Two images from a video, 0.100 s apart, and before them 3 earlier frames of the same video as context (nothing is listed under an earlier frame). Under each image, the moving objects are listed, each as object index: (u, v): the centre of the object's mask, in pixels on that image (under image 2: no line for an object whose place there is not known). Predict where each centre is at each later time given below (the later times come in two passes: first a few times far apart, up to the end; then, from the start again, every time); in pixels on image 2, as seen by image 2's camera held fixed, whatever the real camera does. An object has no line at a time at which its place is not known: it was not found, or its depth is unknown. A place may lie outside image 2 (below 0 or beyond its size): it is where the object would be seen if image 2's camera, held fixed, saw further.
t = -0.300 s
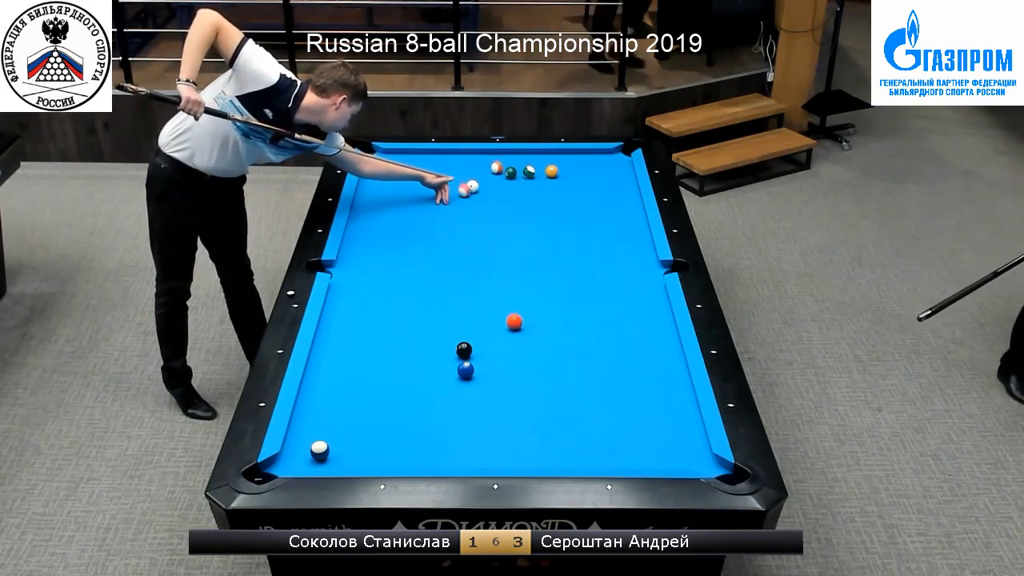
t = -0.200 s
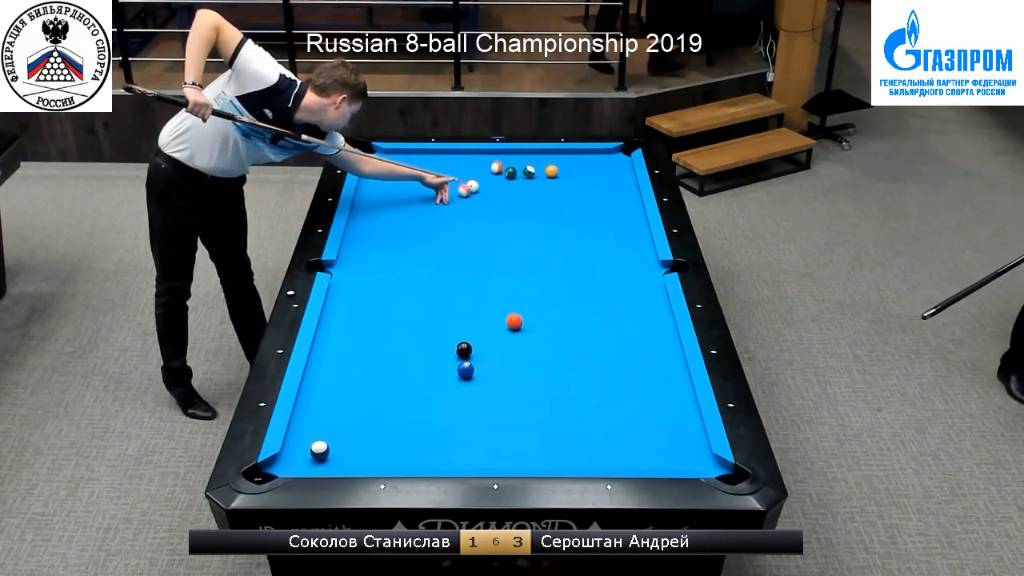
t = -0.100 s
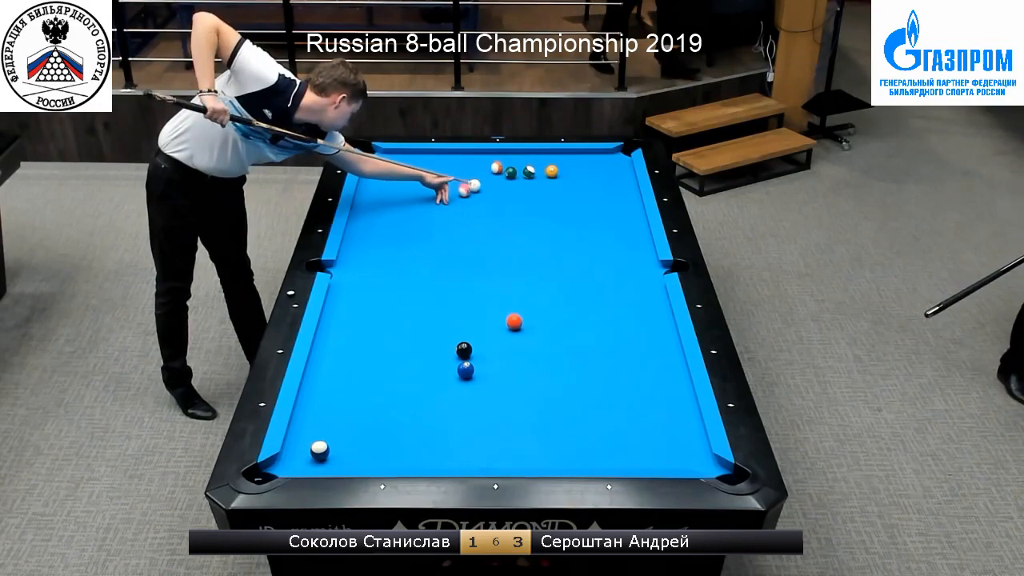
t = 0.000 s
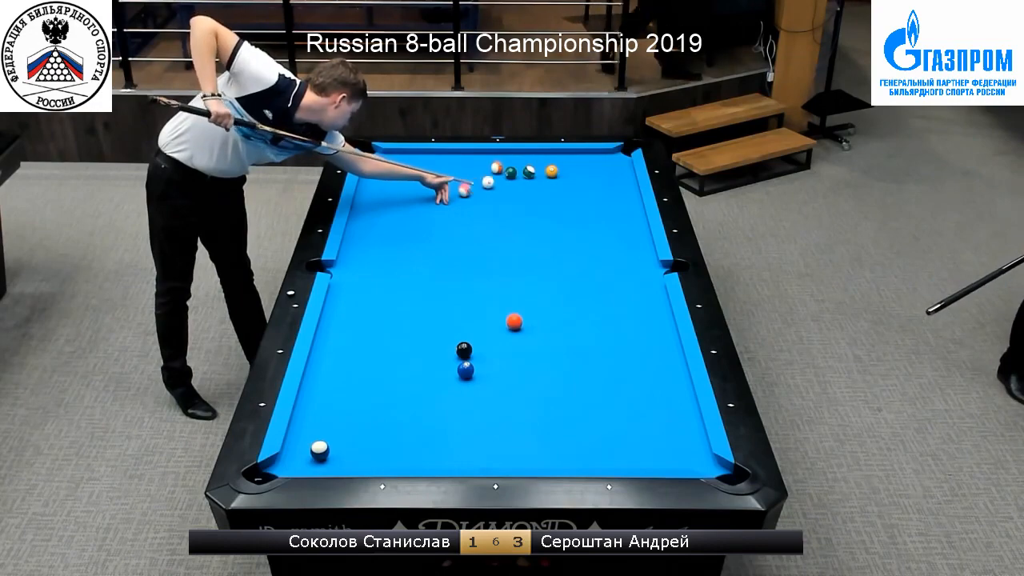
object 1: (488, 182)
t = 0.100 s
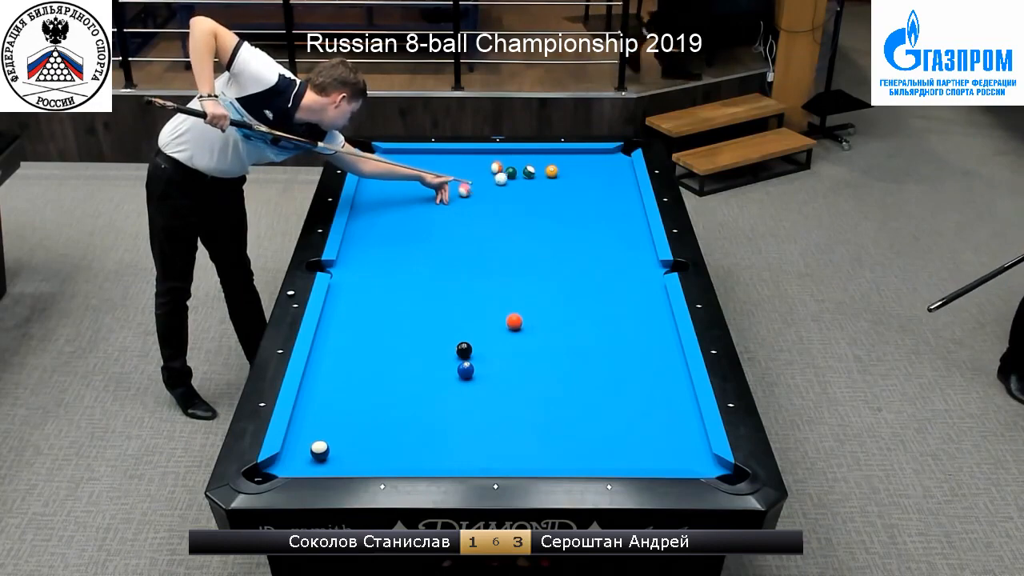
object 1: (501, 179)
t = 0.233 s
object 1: (515, 178)
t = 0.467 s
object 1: (537, 178)
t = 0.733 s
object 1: (560, 177)
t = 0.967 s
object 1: (580, 177)
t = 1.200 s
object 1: (598, 177)
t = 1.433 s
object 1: (616, 177)
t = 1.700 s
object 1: (628, 177)
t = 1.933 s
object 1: (619, 177)
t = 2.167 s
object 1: (610, 177)
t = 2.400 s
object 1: (602, 177)
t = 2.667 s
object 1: (595, 176)
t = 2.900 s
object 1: (589, 177)
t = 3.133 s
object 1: (584, 177)
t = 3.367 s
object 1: (580, 177)
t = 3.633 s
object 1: (578, 177)
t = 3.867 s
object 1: (576, 177)
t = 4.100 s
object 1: (575, 177)
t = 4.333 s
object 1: (575, 177)
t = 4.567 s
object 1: (575, 177)
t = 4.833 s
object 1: (575, 177)
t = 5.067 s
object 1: (575, 177)
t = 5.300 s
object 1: (575, 177)
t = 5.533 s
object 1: (575, 177)
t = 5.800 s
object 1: (575, 177)
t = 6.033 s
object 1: (575, 177)
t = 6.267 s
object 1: (575, 177)
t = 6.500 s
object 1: (575, 177)
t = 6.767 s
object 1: (575, 177)
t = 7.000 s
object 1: (575, 177)
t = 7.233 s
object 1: (575, 177)
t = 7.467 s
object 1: (576, 177)
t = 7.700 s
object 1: (575, 177)
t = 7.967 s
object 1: (575, 177)
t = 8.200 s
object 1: (575, 177)
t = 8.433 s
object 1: (575, 177)
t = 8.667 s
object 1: (575, 177)
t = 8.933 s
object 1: (575, 177)
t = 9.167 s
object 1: (575, 177)
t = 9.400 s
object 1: (575, 177)
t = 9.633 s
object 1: (575, 177)
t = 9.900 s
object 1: (575, 177)
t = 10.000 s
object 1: (575, 177)
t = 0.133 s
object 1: (505, 178)
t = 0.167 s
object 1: (508, 178)
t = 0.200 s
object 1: (512, 178)
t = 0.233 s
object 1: (515, 178)
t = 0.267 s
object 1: (518, 178)
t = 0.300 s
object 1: (521, 178)
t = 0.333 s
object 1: (524, 178)
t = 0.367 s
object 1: (527, 178)
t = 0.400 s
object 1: (531, 178)
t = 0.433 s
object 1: (534, 178)
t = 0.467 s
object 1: (537, 178)
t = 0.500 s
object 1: (540, 178)
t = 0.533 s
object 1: (542, 178)
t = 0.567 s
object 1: (545, 178)
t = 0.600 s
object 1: (548, 178)
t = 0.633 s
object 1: (551, 178)
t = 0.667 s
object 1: (554, 178)
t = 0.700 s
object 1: (558, 177)
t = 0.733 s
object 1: (560, 177)
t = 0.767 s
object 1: (563, 177)
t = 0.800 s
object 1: (566, 177)
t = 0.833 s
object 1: (569, 177)
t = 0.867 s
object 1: (572, 177)
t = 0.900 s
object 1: (574, 177)
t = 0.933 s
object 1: (577, 177)
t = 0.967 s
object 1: (580, 177)
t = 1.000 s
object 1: (582, 177)
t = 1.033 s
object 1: (585, 177)
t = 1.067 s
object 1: (588, 177)
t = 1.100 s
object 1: (590, 177)
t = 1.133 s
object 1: (593, 177)
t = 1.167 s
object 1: (595, 177)
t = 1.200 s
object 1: (598, 177)
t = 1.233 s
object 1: (601, 177)
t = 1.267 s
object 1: (603, 177)
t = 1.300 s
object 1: (606, 177)
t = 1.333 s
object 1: (608, 177)
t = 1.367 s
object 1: (611, 177)
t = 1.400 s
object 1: (613, 177)
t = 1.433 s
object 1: (616, 177)
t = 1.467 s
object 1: (618, 177)
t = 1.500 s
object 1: (621, 177)
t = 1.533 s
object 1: (623, 177)
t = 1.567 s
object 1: (625, 177)
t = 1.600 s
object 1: (627, 177)
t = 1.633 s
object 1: (630, 177)
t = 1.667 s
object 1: (630, 177)
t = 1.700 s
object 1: (628, 177)
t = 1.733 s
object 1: (627, 177)
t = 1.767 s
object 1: (625, 177)
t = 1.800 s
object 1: (624, 177)
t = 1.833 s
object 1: (623, 177)
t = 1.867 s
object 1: (621, 177)
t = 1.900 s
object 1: (620, 177)
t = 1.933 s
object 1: (619, 177)
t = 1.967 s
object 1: (617, 177)
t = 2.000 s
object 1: (616, 177)
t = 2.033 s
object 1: (615, 177)
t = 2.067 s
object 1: (614, 177)
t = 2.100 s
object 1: (612, 176)
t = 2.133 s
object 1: (611, 177)
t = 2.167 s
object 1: (610, 177)
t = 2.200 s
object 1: (609, 177)
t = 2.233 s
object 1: (608, 177)
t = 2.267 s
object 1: (607, 176)
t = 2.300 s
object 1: (605, 177)
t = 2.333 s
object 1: (604, 177)
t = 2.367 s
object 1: (603, 176)
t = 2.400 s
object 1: (602, 177)
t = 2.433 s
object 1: (601, 177)
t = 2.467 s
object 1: (600, 176)
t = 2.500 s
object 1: (599, 176)
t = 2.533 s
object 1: (598, 176)
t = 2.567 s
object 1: (597, 176)
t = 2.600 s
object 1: (596, 177)
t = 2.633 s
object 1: (595, 176)
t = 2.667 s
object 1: (595, 176)
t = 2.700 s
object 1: (594, 177)
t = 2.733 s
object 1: (593, 176)
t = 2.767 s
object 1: (592, 176)
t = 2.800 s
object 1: (591, 177)
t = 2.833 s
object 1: (590, 177)
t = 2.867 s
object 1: (590, 177)
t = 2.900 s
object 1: (589, 177)
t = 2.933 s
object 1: (588, 177)
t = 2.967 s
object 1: (587, 177)
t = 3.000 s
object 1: (587, 177)
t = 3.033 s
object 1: (586, 177)
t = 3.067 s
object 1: (586, 177)
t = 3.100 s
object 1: (585, 177)
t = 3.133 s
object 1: (584, 177)
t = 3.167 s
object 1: (583, 177)
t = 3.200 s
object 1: (583, 177)
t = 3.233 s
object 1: (582, 177)
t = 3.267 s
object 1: (582, 177)
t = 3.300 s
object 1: (581, 177)
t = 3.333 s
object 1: (581, 177)
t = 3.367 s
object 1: (580, 177)
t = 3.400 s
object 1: (580, 176)
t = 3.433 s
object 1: (579, 177)
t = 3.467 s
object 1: (579, 177)
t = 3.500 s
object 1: (579, 177)
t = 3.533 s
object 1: (578, 177)
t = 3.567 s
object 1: (578, 177)
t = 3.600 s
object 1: (578, 177)
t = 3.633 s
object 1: (578, 177)
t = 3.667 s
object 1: (577, 177)
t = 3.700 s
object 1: (577, 177)
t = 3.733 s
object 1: (576, 177)
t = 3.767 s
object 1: (576, 177)
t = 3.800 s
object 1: (576, 177)
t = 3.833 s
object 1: (576, 177)
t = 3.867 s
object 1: (576, 177)
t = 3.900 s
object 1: (576, 177)
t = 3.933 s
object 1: (576, 177)
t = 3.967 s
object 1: (575, 177)
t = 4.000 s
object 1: (575, 177)
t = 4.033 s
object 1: (575, 177)
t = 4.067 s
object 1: (575, 177)
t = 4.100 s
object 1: (575, 177)
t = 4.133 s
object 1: (575, 177)
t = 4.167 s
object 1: (575, 177)
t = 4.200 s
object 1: (575, 177)
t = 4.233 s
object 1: (575, 177)
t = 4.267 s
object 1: (575, 177)
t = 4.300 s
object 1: (575, 177)
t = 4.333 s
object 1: (575, 177)
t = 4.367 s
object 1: (575, 177)
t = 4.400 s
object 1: (575, 177)
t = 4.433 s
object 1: (575, 177)
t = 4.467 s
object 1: (575, 177)
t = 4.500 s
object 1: (575, 177)
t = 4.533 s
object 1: (575, 177)
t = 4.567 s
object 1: (575, 177)
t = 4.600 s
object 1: (575, 177)
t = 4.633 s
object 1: (575, 177)
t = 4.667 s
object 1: (575, 177)
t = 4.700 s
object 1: (575, 177)
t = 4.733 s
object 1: (575, 177)
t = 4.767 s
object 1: (575, 177)
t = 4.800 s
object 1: (575, 177)
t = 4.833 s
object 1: (575, 177)
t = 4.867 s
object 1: (575, 177)
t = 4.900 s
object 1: (575, 177)
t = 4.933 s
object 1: (575, 177)
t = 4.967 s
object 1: (575, 177)
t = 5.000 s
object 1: (575, 177)
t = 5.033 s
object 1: (575, 177)
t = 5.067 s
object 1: (575, 177)
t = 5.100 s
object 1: (575, 177)
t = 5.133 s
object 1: (575, 177)
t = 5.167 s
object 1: (575, 177)
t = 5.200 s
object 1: (575, 177)
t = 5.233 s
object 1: (575, 177)
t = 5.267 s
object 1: (575, 177)
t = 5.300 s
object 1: (575, 177)
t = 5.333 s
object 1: (575, 177)
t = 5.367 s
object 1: (575, 177)
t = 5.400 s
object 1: (575, 177)
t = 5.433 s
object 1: (575, 177)
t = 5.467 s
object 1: (575, 177)
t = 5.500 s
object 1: (575, 177)
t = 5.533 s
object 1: (575, 177)
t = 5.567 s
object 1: (575, 177)
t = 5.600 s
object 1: (575, 177)
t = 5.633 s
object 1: (575, 177)
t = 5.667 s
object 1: (575, 177)
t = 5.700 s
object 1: (575, 177)
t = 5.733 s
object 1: (575, 177)
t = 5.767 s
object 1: (575, 177)
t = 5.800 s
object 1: (575, 177)
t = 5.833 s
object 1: (575, 177)
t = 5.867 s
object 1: (575, 177)
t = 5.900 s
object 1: (575, 177)
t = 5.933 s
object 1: (575, 177)
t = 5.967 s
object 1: (575, 177)
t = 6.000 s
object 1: (575, 177)
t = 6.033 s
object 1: (575, 177)
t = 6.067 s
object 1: (575, 177)
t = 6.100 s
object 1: (575, 177)
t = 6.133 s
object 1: (575, 177)
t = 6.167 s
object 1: (575, 177)
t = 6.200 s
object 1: (575, 177)
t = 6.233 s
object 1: (575, 177)
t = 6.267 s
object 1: (575, 177)
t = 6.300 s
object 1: (575, 177)
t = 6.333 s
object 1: (575, 177)
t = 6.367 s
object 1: (575, 177)
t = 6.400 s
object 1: (575, 177)
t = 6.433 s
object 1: (575, 177)
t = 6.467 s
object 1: (575, 177)
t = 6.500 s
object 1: (575, 177)
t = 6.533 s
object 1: (575, 177)
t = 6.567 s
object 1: (575, 177)
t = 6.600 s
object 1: (575, 177)
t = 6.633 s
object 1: (575, 177)
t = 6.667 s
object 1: (575, 177)
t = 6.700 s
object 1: (575, 177)
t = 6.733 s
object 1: (575, 177)
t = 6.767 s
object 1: (575, 177)
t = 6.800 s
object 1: (575, 177)
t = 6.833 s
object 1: (575, 177)
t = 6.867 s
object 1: (575, 177)
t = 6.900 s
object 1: (575, 177)
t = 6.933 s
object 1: (575, 177)
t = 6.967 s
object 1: (575, 177)
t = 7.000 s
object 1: (575, 177)
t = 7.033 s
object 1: (575, 177)
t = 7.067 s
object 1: (575, 177)
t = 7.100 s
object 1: (575, 177)
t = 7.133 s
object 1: (575, 177)
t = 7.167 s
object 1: (575, 177)
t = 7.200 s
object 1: (575, 177)
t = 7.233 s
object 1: (575, 177)
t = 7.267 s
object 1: (575, 177)
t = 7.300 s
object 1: (575, 177)
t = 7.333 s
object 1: (576, 177)
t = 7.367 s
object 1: (576, 177)
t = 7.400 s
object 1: (575, 177)
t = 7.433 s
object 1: (575, 177)
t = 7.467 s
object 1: (576, 177)
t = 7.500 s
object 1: (575, 177)
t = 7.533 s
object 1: (576, 177)
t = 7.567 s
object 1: (575, 177)
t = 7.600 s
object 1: (575, 177)
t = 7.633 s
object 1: (575, 177)
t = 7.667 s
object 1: (575, 177)
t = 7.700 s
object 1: (575, 177)
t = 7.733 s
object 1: (575, 177)
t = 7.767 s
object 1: (575, 177)
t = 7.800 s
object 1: (575, 177)
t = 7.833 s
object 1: (575, 177)
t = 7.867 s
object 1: (575, 177)
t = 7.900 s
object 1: (576, 177)
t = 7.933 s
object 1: (575, 177)
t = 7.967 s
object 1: (575, 177)
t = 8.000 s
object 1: (575, 177)
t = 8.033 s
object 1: (575, 177)
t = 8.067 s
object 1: (575, 177)
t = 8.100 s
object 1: (575, 177)
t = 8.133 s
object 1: (575, 177)
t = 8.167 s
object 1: (575, 177)
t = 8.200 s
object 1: (575, 177)
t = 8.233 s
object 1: (575, 177)
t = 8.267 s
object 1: (575, 177)
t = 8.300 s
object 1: (575, 177)
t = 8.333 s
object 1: (575, 177)
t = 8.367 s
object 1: (575, 177)
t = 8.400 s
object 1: (575, 177)
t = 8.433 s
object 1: (575, 177)
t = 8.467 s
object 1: (575, 177)
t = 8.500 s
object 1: (575, 177)
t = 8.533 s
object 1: (575, 177)
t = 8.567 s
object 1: (575, 177)
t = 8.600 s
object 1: (575, 177)
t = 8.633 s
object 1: (575, 177)
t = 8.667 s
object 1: (575, 177)
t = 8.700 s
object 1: (575, 177)
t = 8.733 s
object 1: (575, 177)
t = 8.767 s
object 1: (575, 177)
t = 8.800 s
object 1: (575, 177)
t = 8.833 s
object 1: (575, 177)
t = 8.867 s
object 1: (575, 177)
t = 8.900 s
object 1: (575, 177)
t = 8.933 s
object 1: (575, 177)
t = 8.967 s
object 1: (575, 177)
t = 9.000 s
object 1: (575, 177)
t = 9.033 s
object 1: (575, 177)
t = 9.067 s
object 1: (575, 177)
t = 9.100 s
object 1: (575, 177)
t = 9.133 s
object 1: (575, 177)
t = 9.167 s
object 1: (575, 177)
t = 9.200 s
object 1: (575, 177)
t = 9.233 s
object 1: (575, 177)
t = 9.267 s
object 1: (575, 177)
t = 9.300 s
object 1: (575, 177)
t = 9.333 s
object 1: (575, 177)
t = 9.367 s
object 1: (575, 177)
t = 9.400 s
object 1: (575, 177)
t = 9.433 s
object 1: (575, 177)
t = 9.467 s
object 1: (575, 177)
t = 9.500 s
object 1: (575, 177)
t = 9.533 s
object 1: (575, 177)
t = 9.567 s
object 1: (575, 177)
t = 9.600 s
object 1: (575, 177)
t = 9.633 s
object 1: (575, 177)
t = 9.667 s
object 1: (575, 177)
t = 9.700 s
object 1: (575, 177)
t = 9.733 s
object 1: (575, 177)
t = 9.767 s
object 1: (575, 177)
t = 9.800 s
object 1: (575, 177)
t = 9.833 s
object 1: (575, 177)
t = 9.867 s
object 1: (575, 177)
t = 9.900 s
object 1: (575, 177)
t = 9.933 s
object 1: (575, 177)
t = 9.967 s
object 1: (575, 177)
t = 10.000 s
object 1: (575, 177)
